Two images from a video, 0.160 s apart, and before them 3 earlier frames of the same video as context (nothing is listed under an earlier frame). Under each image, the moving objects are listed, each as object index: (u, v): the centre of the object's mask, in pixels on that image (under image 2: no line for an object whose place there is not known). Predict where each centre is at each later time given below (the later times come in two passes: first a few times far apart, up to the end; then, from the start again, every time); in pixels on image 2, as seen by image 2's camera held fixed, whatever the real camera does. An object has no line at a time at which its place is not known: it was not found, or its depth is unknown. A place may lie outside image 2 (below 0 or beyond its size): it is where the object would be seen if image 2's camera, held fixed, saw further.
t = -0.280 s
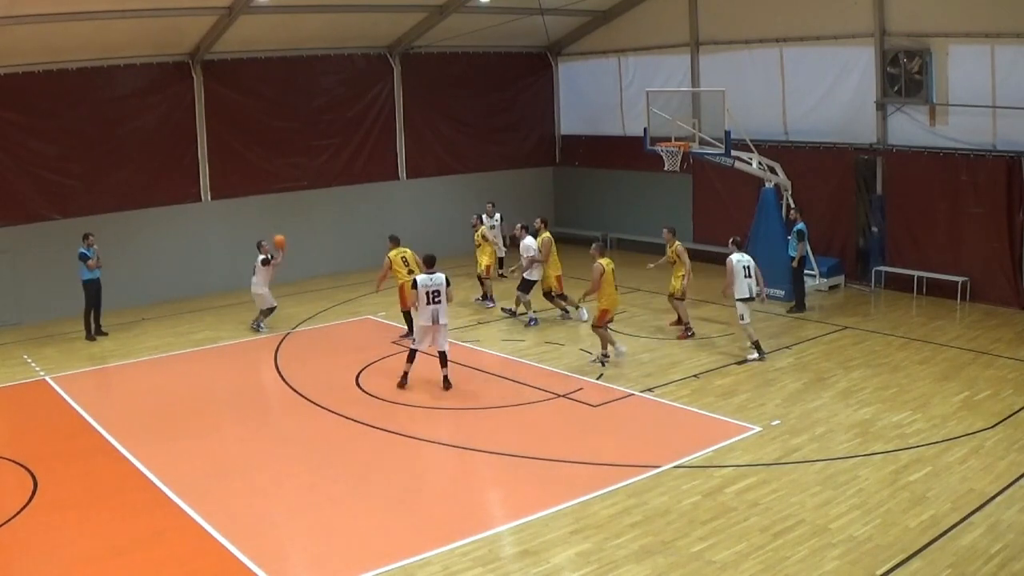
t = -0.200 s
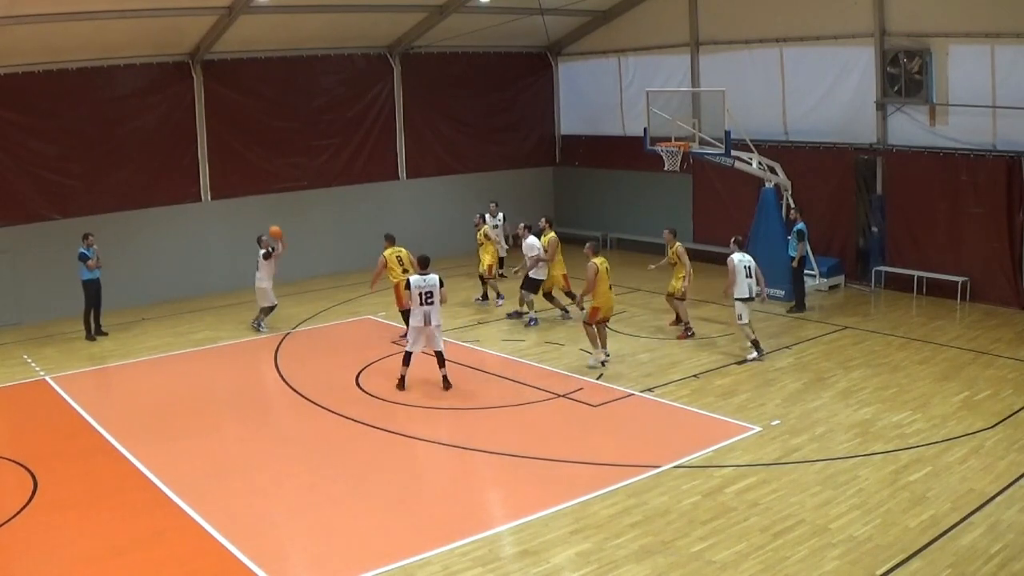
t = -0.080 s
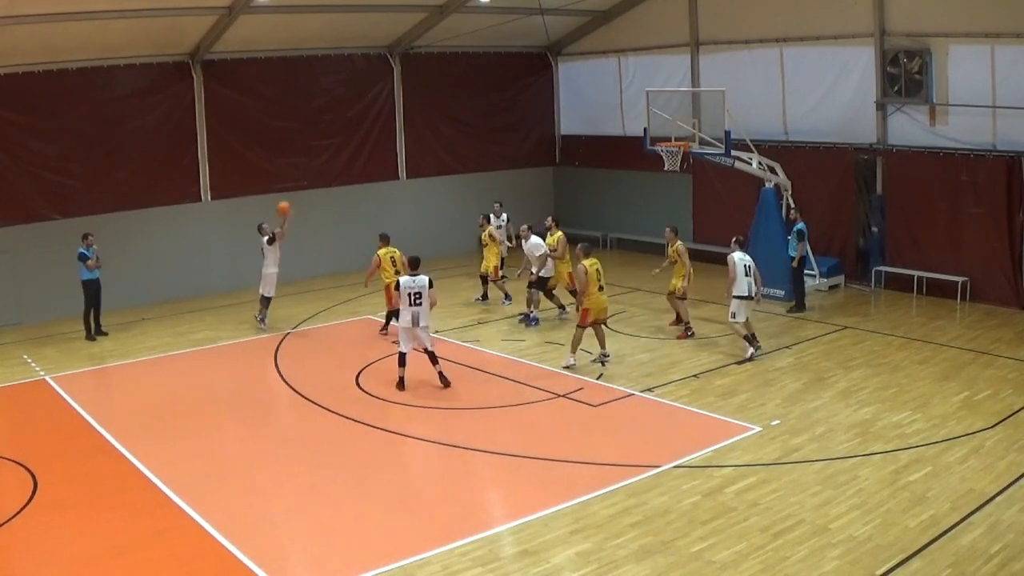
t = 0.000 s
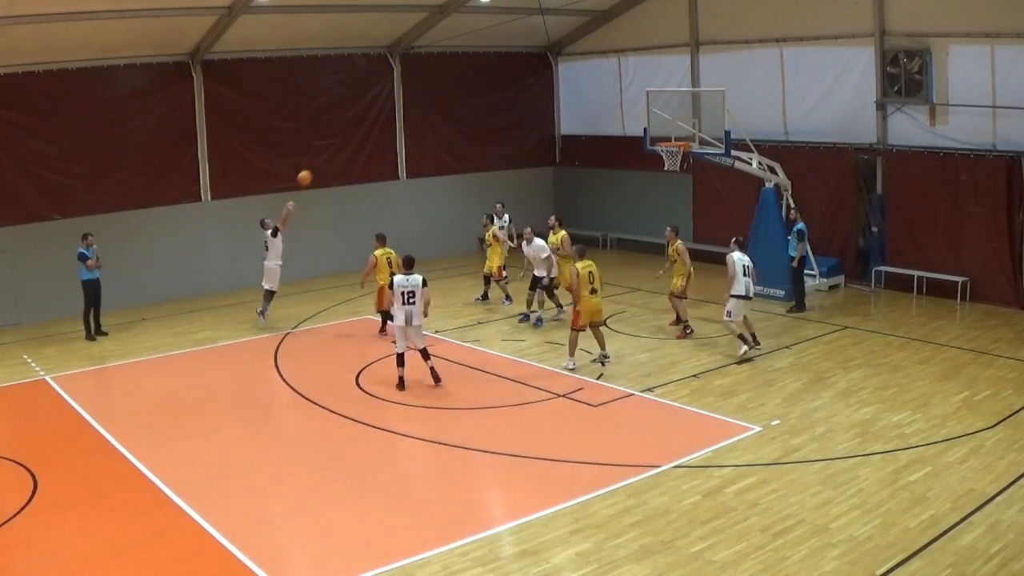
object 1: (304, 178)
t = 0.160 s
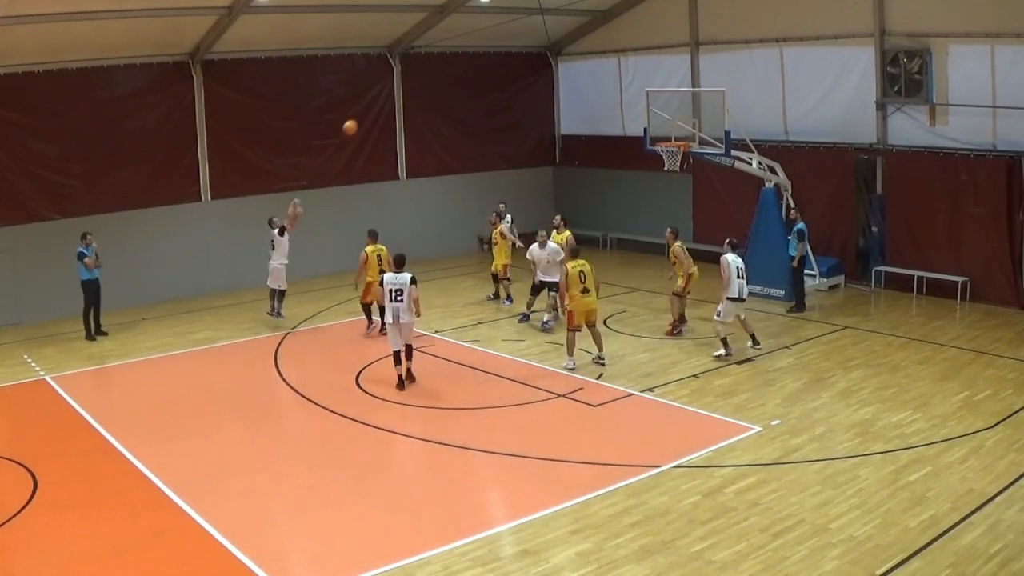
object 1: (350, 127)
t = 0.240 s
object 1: (374, 107)
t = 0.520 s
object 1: (459, 67)
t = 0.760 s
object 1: (534, 69)
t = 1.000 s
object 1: (608, 103)
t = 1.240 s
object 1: (630, 139)
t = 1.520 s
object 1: (553, 157)
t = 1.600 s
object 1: (530, 172)
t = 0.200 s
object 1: (362, 117)
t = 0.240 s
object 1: (374, 107)
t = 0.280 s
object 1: (386, 99)
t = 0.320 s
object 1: (397, 91)
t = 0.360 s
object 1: (410, 84)
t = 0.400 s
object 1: (422, 78)
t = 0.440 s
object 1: (434, 74)
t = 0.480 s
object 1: (447, 70)
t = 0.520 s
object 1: (459, 67)
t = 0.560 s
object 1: (471, 65)
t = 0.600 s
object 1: (484, 63)
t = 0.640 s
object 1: (496, 64)
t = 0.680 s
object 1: (509, 65)
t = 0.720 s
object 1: (521, 66)
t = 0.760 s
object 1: (534, 69)
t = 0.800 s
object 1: (546, 72)
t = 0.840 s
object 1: (558, 76)
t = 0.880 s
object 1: (570, 82)
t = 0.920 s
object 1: (583, 88)
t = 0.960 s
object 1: (595, 95)
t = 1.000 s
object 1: (608, 103)
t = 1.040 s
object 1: (620, 113)
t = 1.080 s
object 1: (633, 122)
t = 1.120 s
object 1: (644, 134)
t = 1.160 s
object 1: (650, 141)
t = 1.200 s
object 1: (640, 140)
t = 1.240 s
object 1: (630, 139)
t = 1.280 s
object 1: (619, 138)
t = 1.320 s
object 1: (608, 139)
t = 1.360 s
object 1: (597, 140)
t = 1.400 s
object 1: (586, 143)
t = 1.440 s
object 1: (575, 146)
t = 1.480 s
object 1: (564, 151)
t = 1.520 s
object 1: (553, 157)
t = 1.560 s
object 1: (541, 164)
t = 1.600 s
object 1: (530, 172)
